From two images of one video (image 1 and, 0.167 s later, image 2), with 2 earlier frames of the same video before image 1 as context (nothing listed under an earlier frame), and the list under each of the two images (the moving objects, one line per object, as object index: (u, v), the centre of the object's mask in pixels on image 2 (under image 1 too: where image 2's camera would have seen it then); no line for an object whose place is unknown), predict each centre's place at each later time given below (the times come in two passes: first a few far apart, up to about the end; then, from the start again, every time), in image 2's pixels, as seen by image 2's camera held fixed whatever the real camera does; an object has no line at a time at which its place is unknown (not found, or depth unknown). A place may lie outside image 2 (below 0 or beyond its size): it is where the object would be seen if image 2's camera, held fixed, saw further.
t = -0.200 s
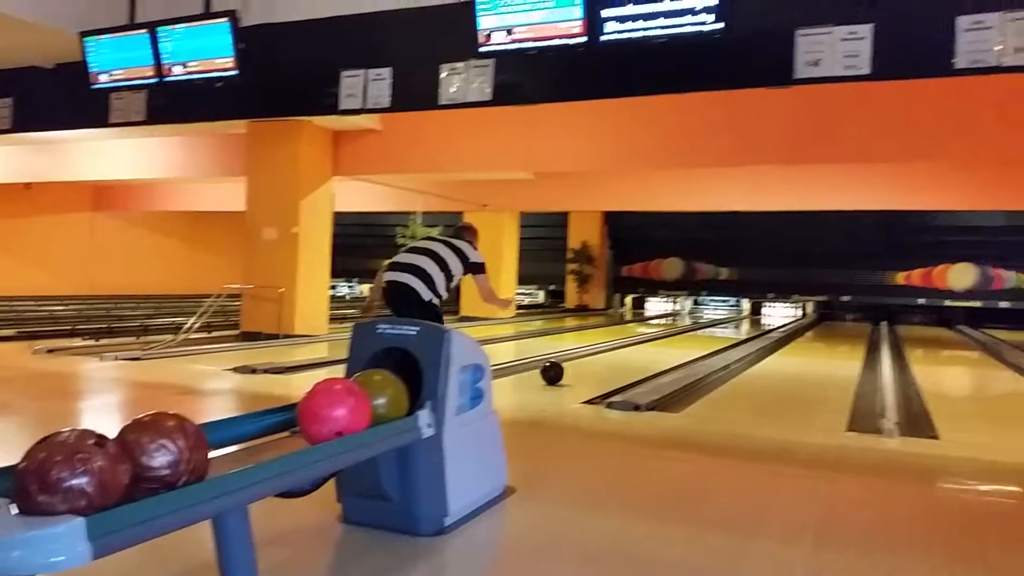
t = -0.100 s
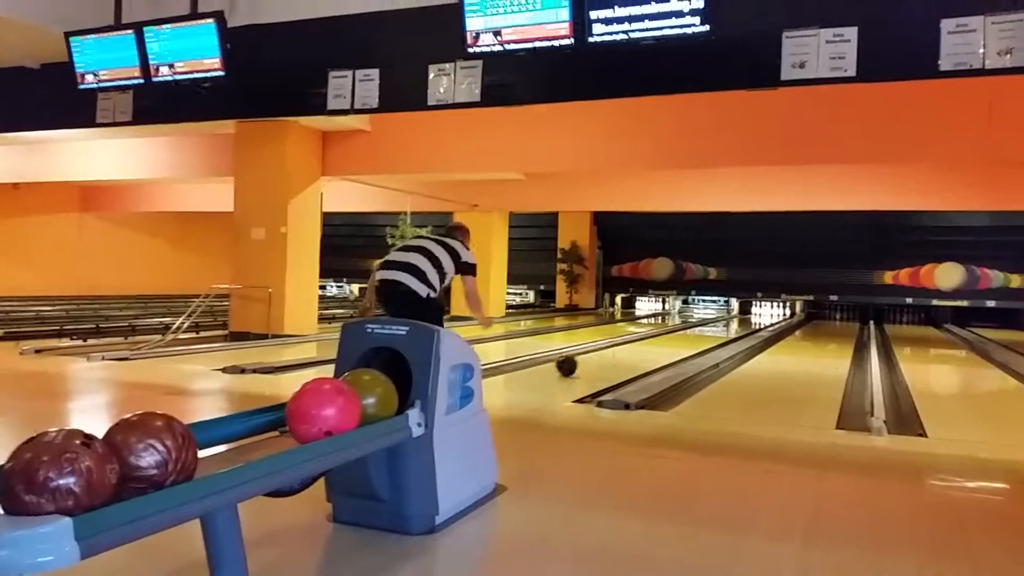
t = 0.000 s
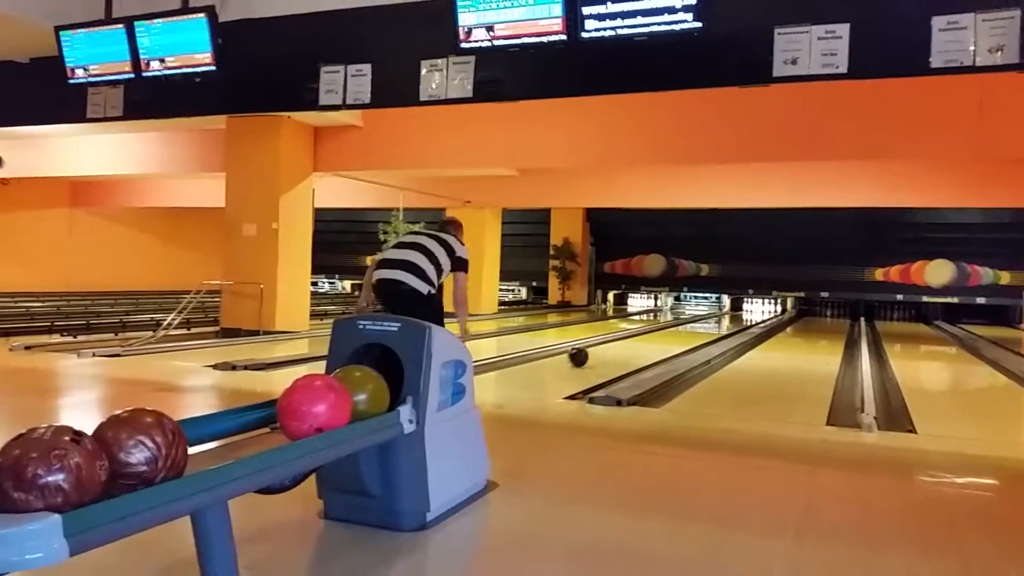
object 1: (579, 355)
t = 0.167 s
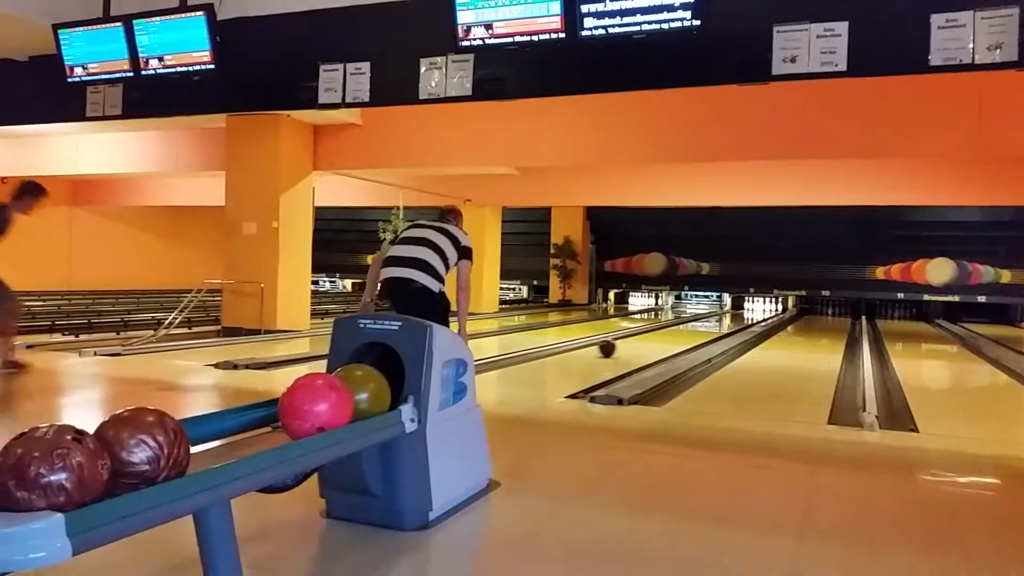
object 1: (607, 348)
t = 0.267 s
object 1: (621, 344)
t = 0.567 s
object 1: (654, 335)
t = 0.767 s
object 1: (671, 331)
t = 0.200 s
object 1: (612, 346)
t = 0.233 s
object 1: (616, 345)
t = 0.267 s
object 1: (621, 344)
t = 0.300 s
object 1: (625, 343)
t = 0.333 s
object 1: (629, 341)
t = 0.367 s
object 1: (633, 340)
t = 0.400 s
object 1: (637, 340)
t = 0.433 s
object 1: (641, 338)
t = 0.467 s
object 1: (644, 338)
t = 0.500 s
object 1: (647, 337)
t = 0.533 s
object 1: (651, 336)
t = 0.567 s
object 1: (654, 335)
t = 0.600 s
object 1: (657, 335)
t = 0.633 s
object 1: (660, 334)
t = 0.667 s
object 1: (663, 333)
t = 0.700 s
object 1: (665, 332)
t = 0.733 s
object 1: (668, 332)
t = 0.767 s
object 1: (671, 331)
